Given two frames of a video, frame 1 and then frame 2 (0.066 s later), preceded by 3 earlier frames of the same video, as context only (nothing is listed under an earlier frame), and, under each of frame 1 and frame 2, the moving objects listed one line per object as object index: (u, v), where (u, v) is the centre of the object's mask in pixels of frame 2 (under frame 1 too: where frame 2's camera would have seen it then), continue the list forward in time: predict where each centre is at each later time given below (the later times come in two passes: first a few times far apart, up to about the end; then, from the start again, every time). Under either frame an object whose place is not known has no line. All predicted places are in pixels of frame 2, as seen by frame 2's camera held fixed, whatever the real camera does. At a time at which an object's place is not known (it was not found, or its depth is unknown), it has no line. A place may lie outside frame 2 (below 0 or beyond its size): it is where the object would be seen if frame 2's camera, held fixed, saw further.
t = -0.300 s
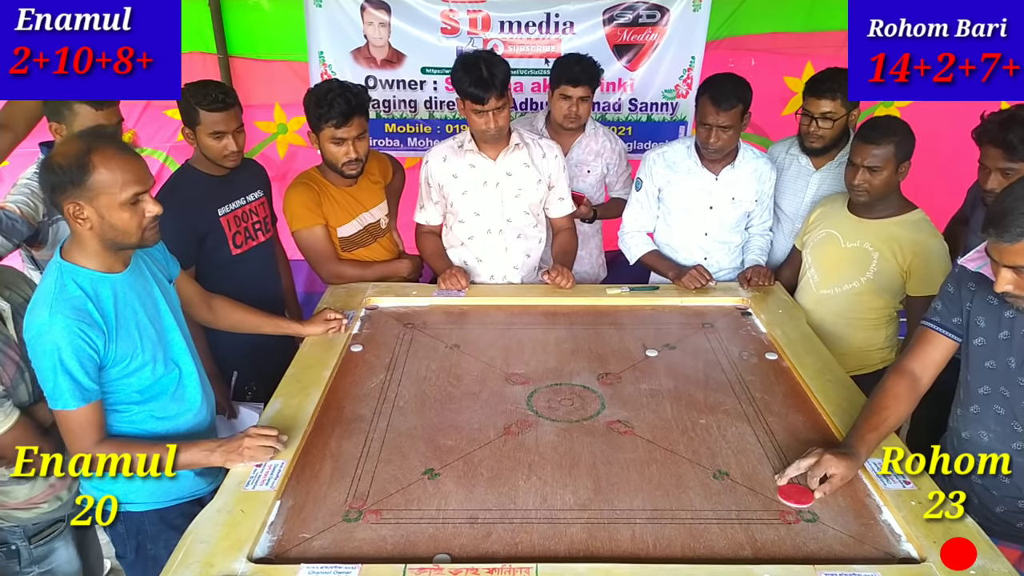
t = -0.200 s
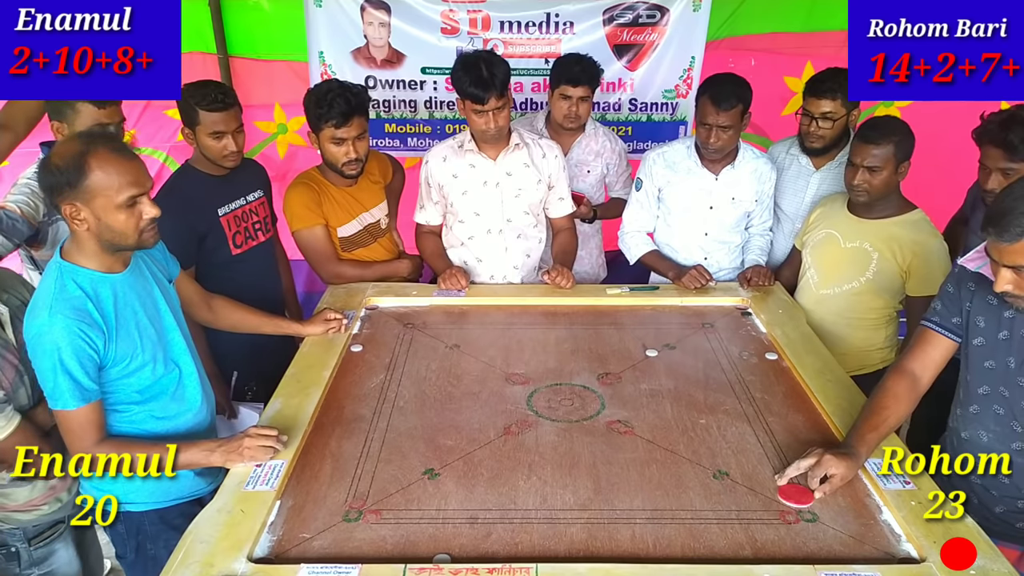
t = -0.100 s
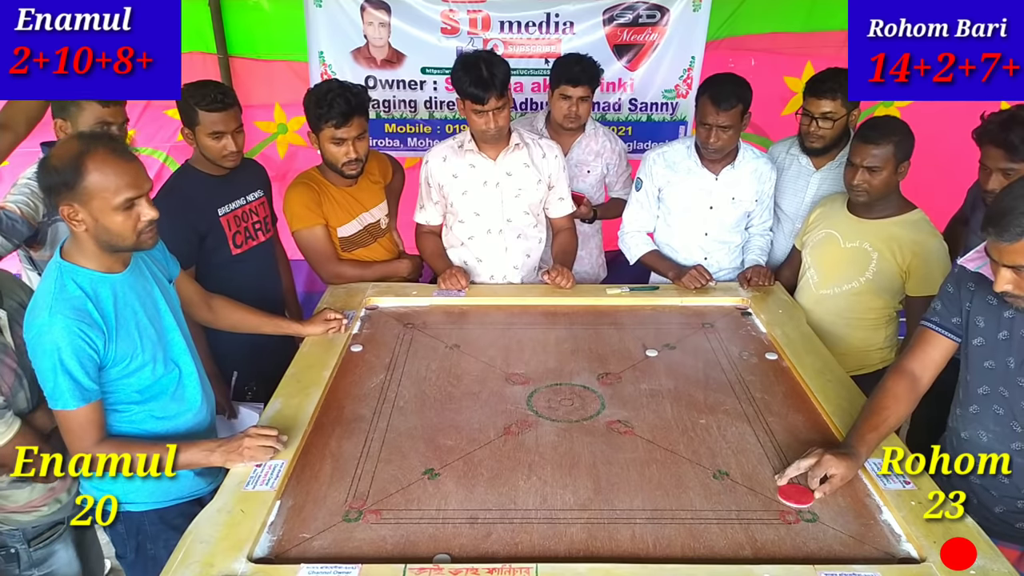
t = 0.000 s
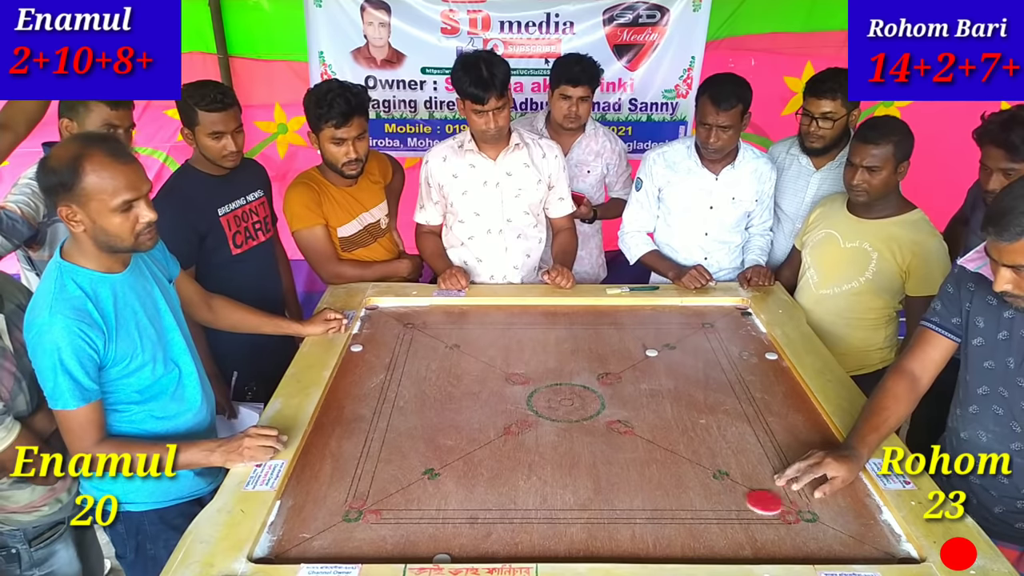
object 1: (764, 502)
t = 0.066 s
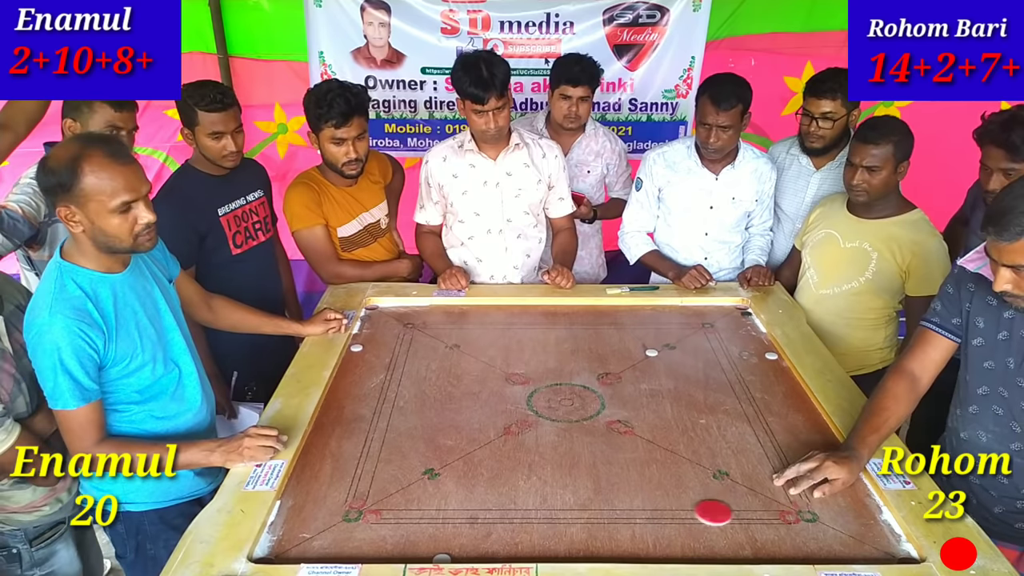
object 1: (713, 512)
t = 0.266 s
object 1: (567, 542)
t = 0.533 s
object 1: (426, 546)
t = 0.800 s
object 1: (366, 527)
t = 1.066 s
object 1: (352, 521)
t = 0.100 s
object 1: (687, 517)
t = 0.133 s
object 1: (663, 523)
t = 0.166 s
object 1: (638, 528)
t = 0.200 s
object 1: (614, 533)
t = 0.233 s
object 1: (590, 537)
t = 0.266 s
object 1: (567, 542)
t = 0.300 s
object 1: (544, 546)
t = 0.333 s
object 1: (521, 549)
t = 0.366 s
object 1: (500, 551)
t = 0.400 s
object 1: (479, 553)
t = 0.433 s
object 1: (463, 552)
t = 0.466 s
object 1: (450, 550)
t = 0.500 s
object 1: (437, 548)
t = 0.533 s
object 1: (426, 546)
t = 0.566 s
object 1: (415, 543)
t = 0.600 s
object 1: (406, 540)
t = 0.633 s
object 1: (397, 538)
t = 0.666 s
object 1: (389, 535)
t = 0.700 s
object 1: (383, 533)
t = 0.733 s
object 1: (376, 531)
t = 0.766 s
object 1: (371, 529)
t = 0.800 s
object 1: (366, 527)
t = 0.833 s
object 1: (362, 526)
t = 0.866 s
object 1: (359, 525)
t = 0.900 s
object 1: (356, 523)
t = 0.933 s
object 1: (354, 523)
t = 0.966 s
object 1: (352, 522)
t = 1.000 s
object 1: (352, 521)
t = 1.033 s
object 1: (352, 521)
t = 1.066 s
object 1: (352, 521)
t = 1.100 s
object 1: (352, 521)
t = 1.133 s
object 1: (352, 521)
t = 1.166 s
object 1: (352, 521)
